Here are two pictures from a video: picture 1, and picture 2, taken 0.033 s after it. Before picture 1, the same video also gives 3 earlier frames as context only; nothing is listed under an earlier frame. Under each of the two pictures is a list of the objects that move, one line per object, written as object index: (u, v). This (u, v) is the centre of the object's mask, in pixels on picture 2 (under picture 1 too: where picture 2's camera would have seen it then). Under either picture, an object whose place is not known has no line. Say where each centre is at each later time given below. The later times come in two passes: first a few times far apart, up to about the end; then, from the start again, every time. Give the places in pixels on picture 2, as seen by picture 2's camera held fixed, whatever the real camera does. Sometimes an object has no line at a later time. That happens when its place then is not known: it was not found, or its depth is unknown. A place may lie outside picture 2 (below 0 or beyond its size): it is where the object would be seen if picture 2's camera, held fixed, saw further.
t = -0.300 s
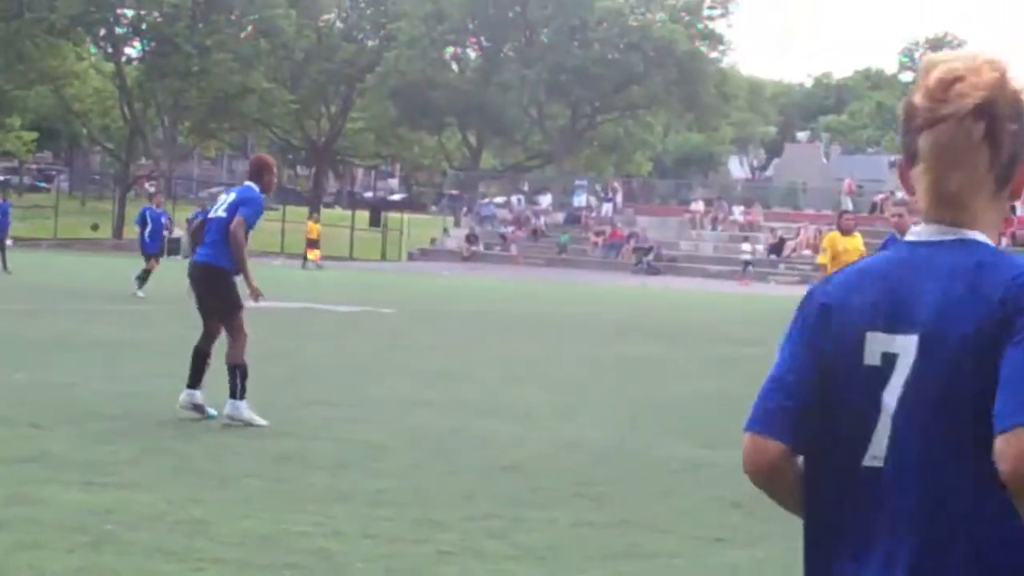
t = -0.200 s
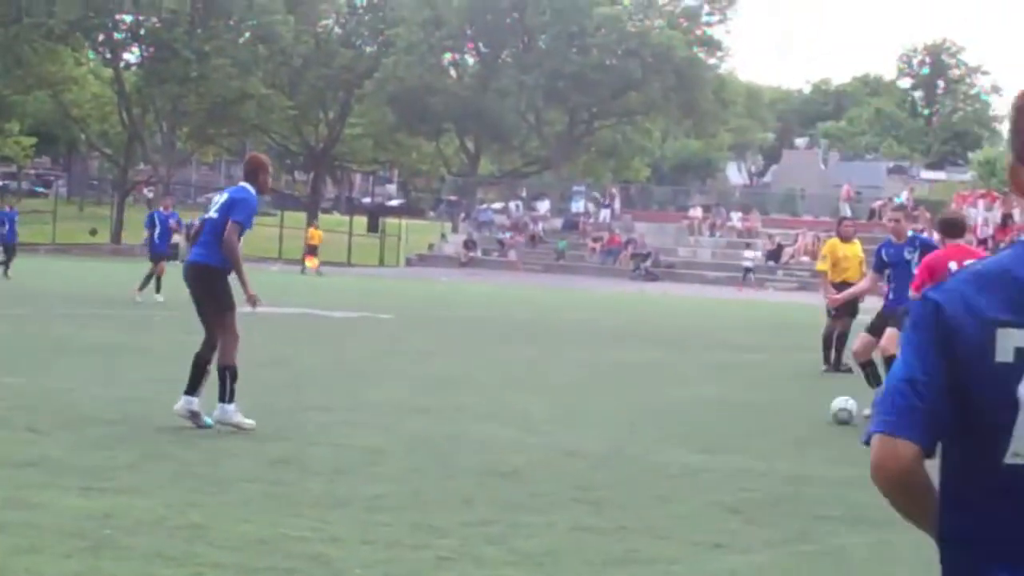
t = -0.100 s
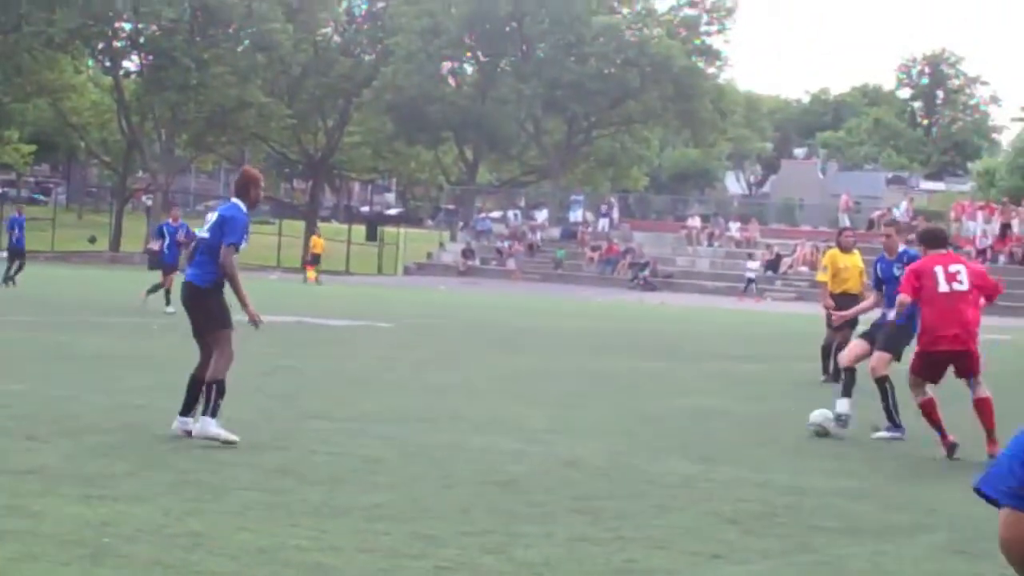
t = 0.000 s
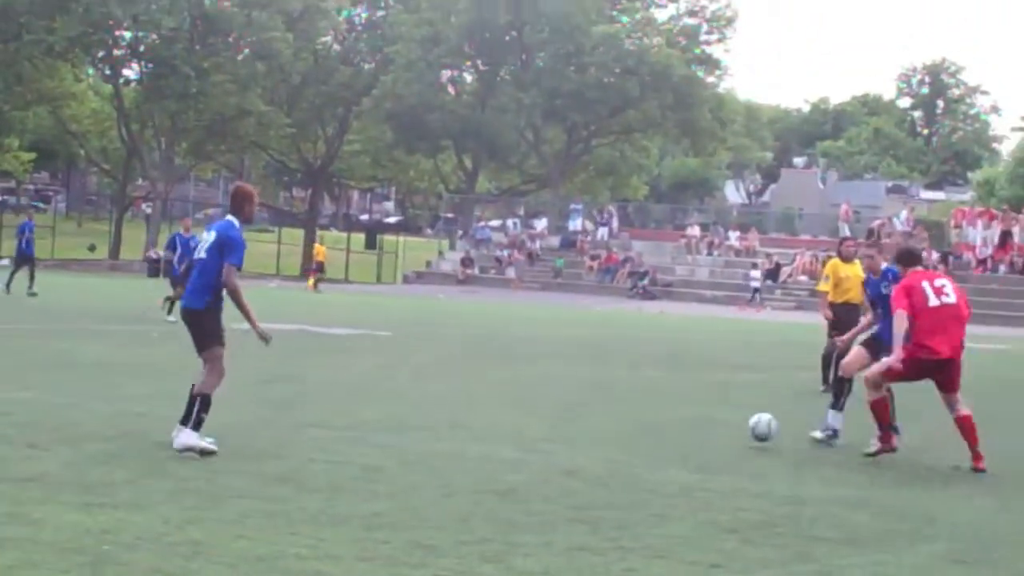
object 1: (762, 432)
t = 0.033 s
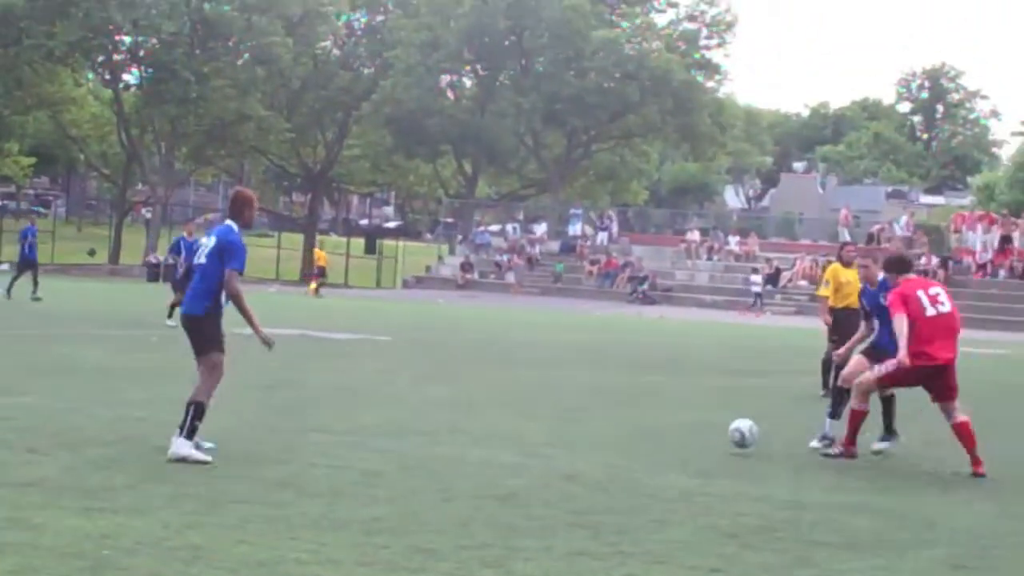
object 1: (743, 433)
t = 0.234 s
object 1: (630, 435)
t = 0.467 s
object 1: (506, 444)
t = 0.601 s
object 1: (433, 449)
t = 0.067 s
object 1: (722, 436)
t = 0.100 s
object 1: (701, 441)
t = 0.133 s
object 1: (683, 438)
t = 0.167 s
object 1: (665, 435)
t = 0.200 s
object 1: (647, 434)
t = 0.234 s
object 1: (630, 435)
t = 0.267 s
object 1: (612, 437)
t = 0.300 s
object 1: (594, 441)
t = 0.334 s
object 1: (576, 444)
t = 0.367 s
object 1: (559, 442)
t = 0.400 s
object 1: (541, 440)
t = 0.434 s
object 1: (524, 441)
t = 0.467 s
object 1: (506, 444)
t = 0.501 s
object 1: (488, 449)
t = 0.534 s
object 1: (471, 448)
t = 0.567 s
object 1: (452, 448)
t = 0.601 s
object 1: (433, 449)
